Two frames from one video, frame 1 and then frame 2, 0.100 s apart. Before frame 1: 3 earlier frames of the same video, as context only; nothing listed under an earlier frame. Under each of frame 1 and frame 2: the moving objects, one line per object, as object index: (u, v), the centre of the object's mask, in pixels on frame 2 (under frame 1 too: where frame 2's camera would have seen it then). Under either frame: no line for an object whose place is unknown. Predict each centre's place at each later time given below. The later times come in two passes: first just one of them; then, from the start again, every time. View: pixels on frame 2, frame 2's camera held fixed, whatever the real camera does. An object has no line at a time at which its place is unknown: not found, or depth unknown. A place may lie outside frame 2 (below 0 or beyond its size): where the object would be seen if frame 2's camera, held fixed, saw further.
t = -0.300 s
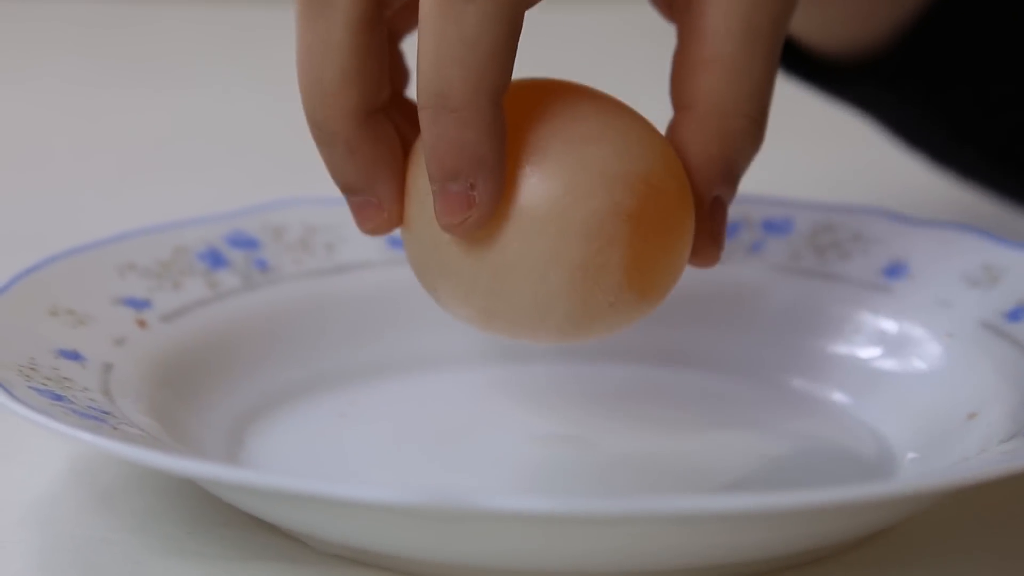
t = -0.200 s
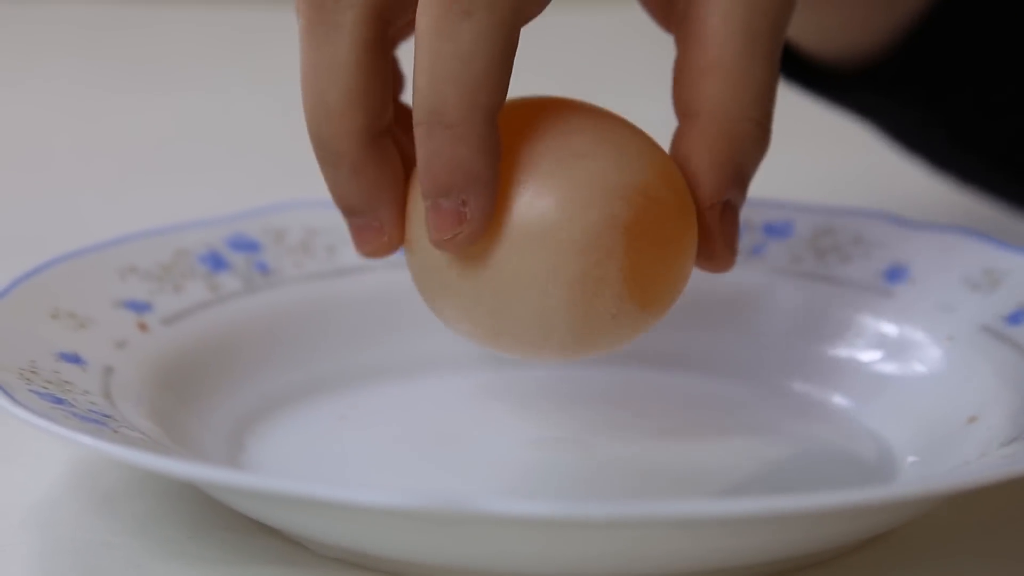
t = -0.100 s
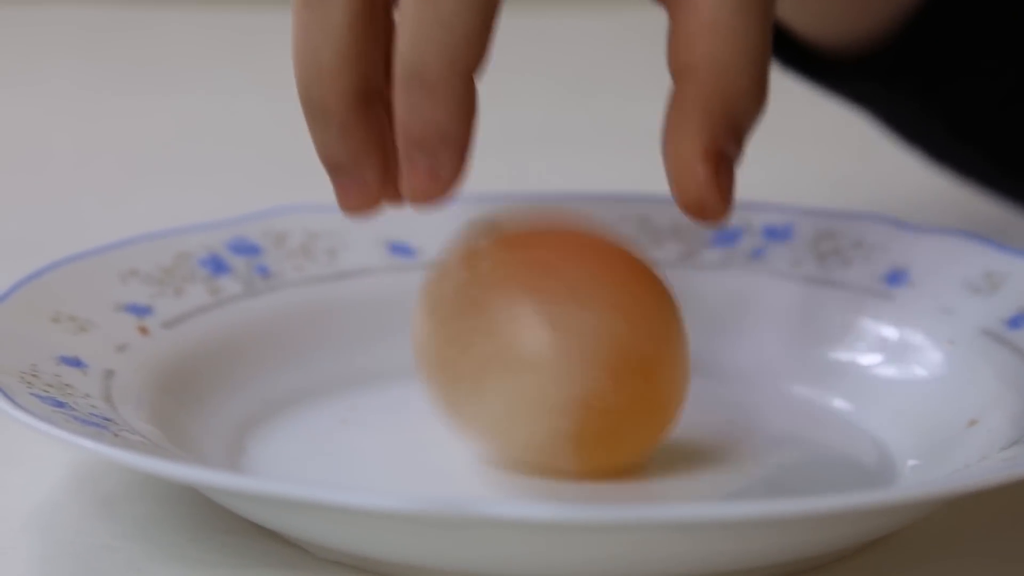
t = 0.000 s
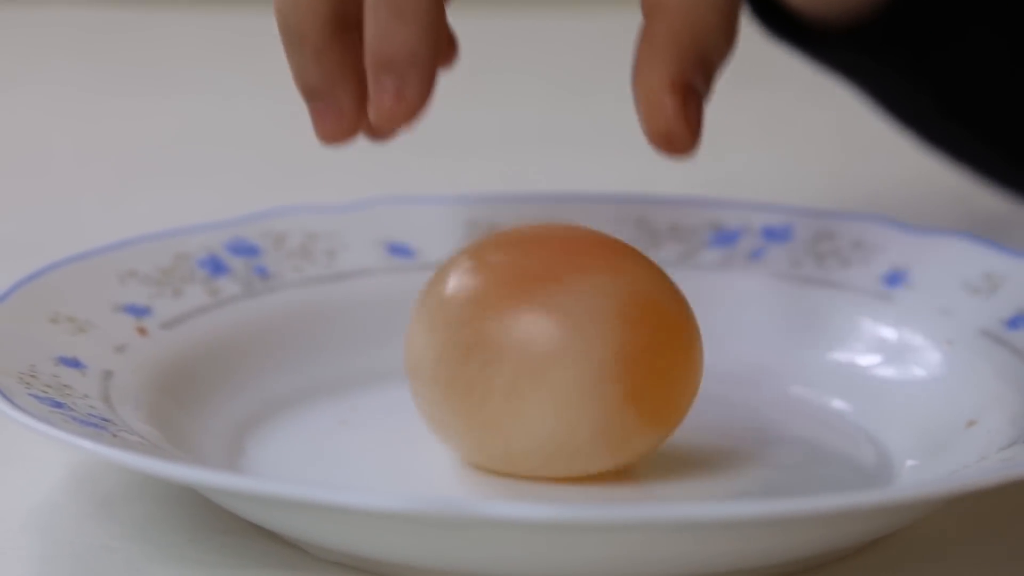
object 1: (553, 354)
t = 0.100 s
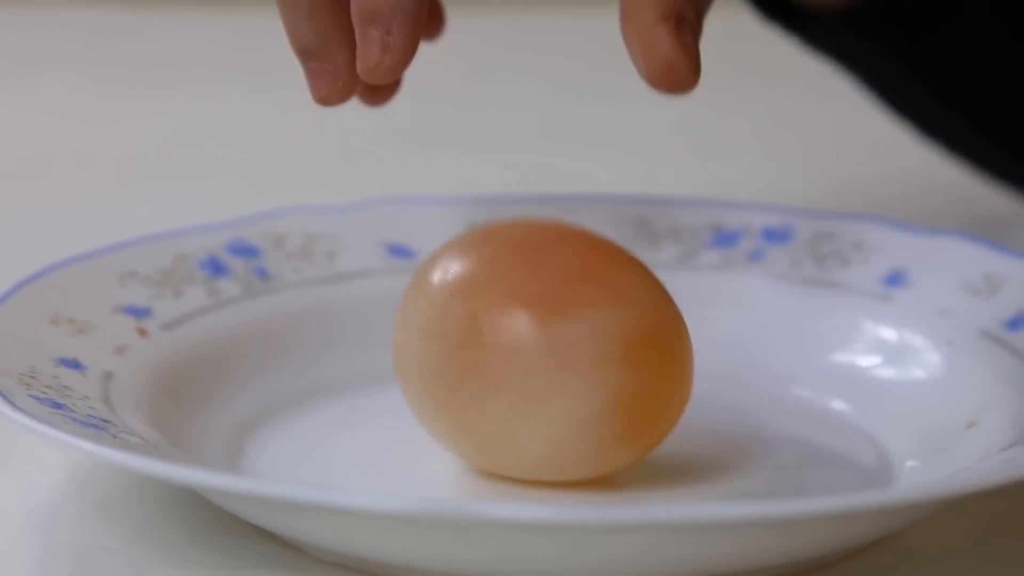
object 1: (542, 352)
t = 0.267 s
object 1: (502, 360)
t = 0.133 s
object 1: (535, 356)
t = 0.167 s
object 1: (527, 360)
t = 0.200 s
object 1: (518, 357)
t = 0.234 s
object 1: (509, 365)
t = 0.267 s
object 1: (502, 360)
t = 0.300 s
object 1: (495, 369)
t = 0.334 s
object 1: (490, 367)
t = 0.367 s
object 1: (485, 371)
